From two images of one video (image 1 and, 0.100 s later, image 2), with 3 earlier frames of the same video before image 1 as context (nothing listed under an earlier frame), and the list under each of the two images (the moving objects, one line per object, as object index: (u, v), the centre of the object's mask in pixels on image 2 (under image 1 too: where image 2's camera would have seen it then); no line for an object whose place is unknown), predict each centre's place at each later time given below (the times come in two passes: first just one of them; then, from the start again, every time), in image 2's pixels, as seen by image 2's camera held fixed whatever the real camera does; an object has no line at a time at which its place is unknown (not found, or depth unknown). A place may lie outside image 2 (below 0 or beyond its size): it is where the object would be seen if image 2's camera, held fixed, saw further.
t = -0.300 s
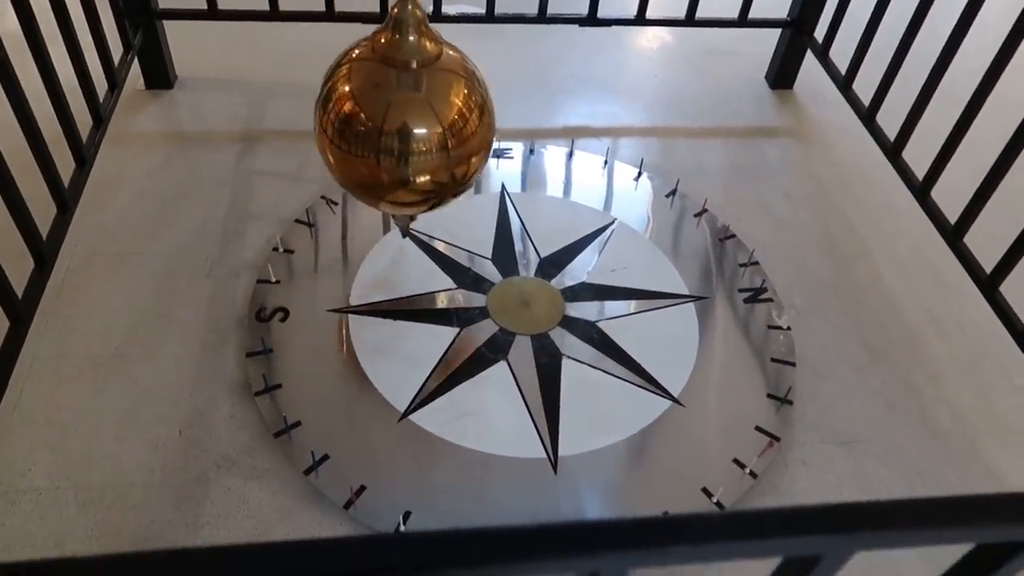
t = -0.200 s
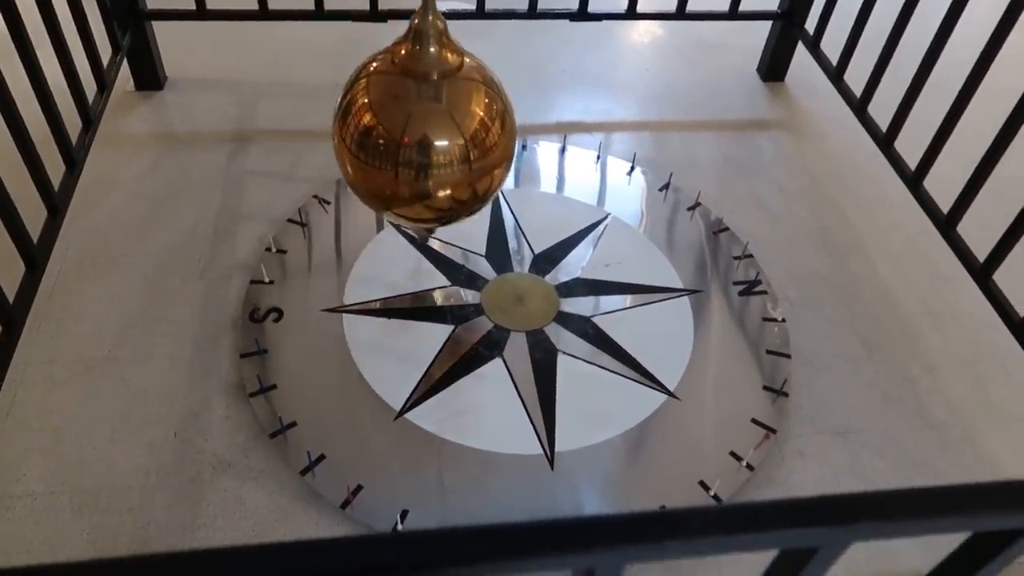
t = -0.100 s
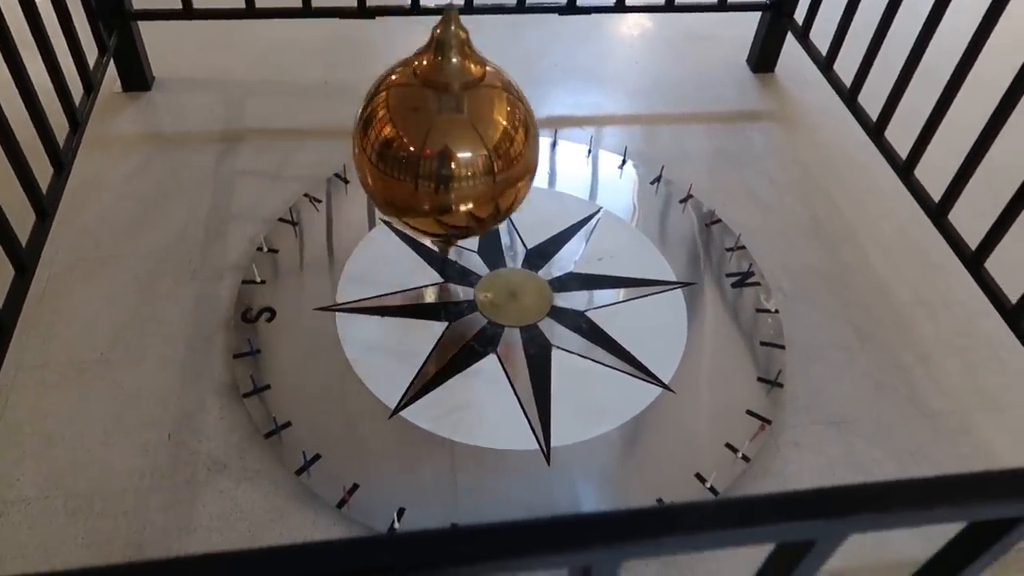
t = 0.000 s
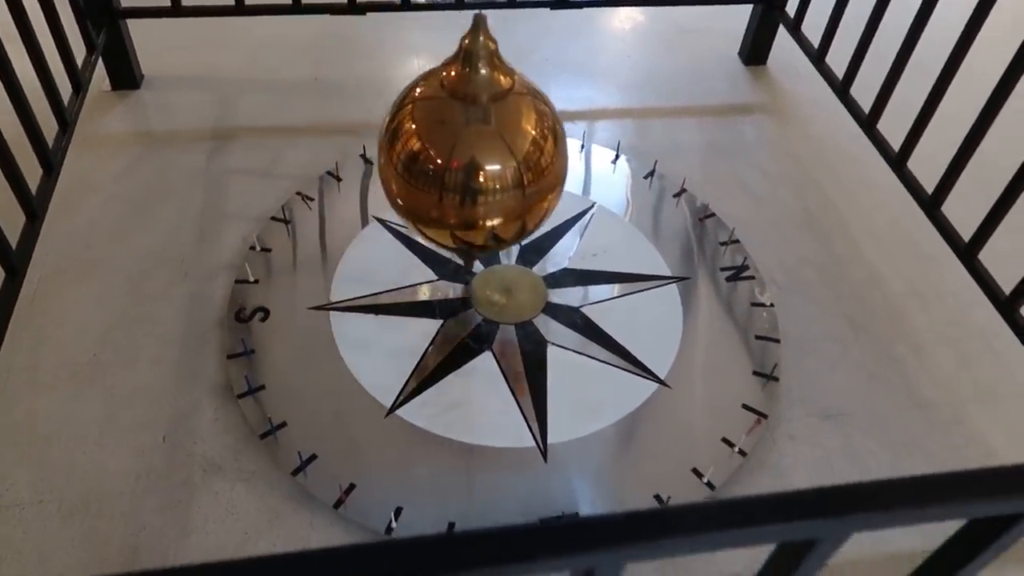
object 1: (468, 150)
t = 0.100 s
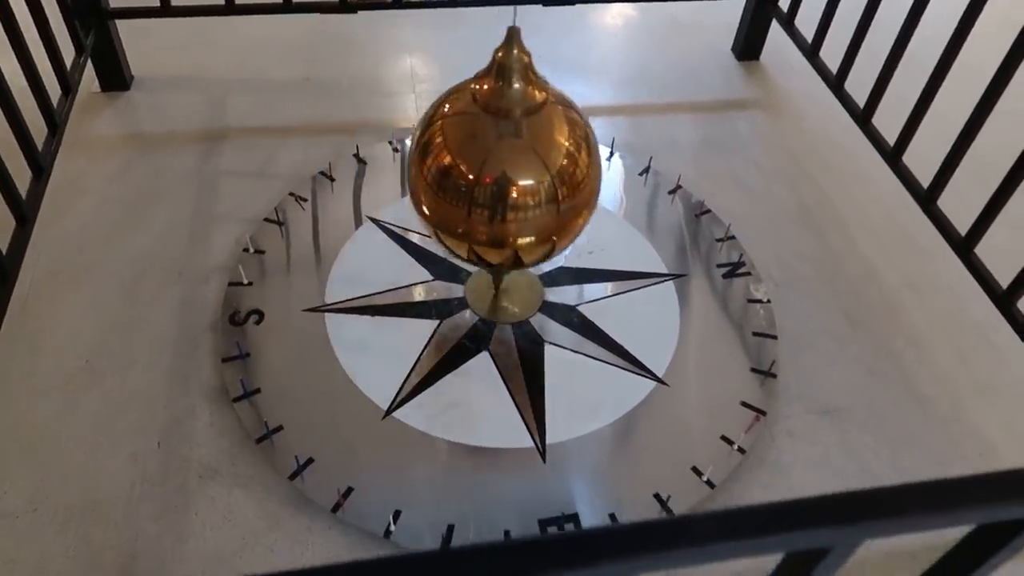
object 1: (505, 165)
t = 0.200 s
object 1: (540, 179)
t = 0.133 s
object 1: (517, 170)
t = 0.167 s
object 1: (529, 175)
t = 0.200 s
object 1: (540, 179)
